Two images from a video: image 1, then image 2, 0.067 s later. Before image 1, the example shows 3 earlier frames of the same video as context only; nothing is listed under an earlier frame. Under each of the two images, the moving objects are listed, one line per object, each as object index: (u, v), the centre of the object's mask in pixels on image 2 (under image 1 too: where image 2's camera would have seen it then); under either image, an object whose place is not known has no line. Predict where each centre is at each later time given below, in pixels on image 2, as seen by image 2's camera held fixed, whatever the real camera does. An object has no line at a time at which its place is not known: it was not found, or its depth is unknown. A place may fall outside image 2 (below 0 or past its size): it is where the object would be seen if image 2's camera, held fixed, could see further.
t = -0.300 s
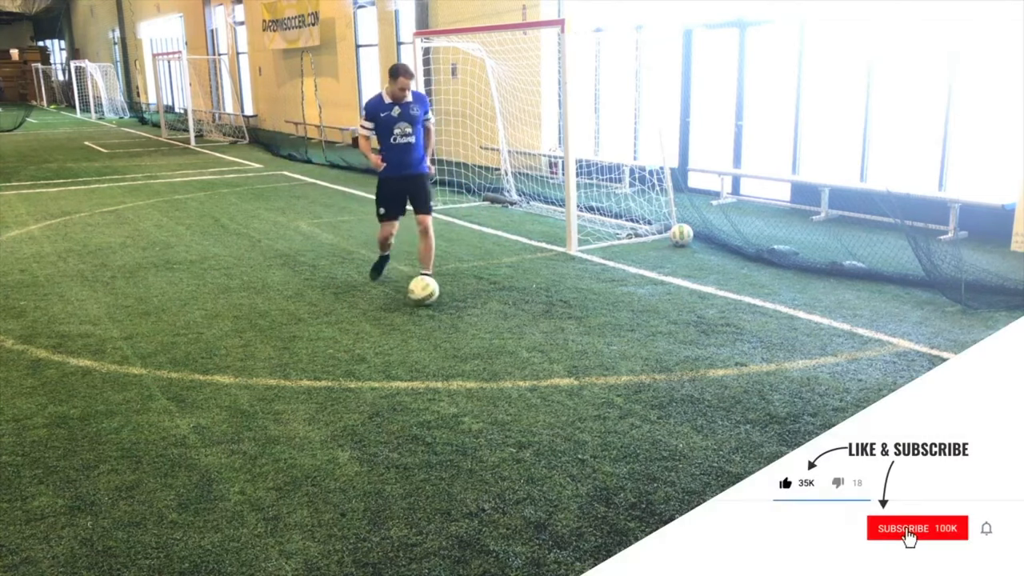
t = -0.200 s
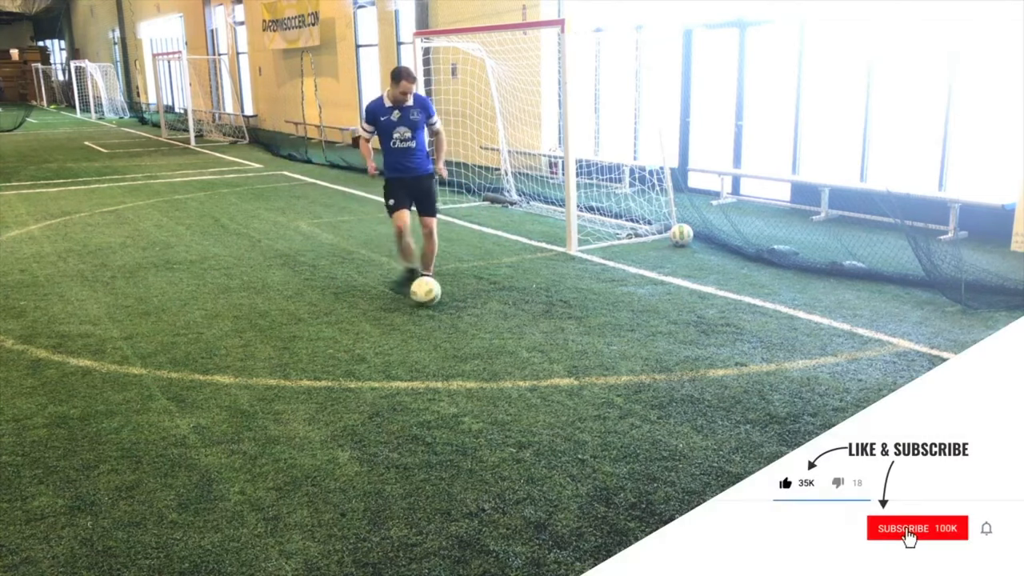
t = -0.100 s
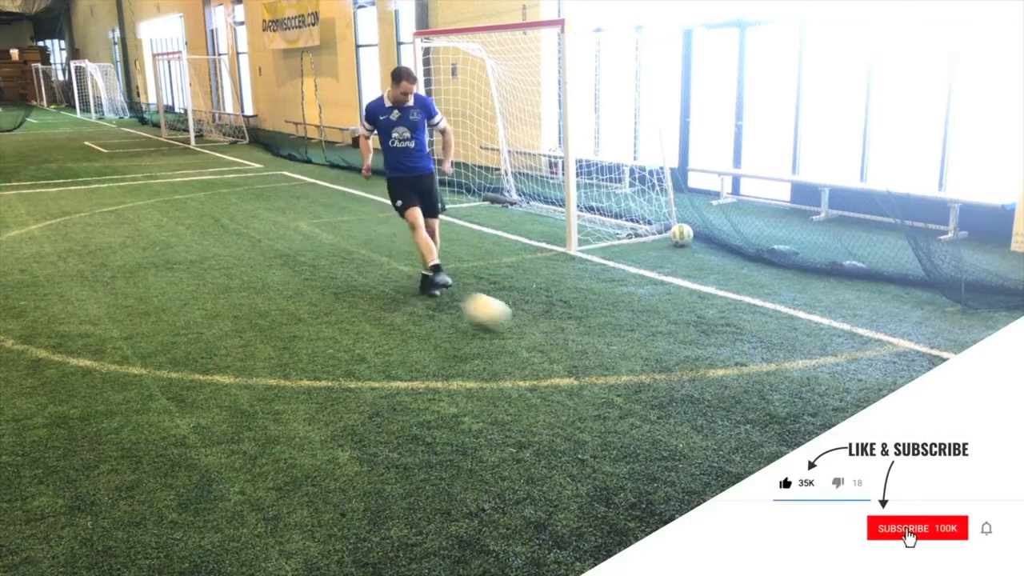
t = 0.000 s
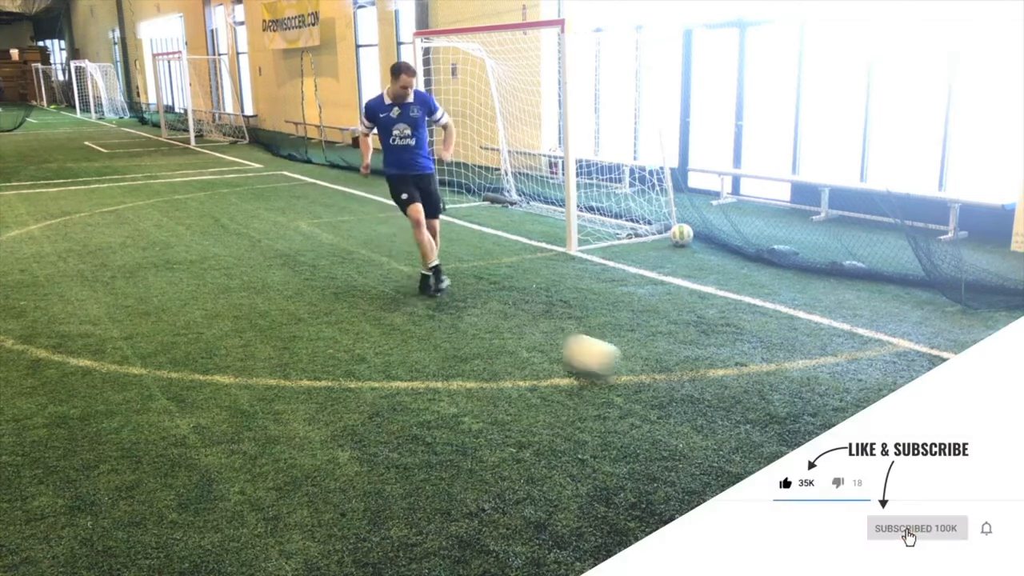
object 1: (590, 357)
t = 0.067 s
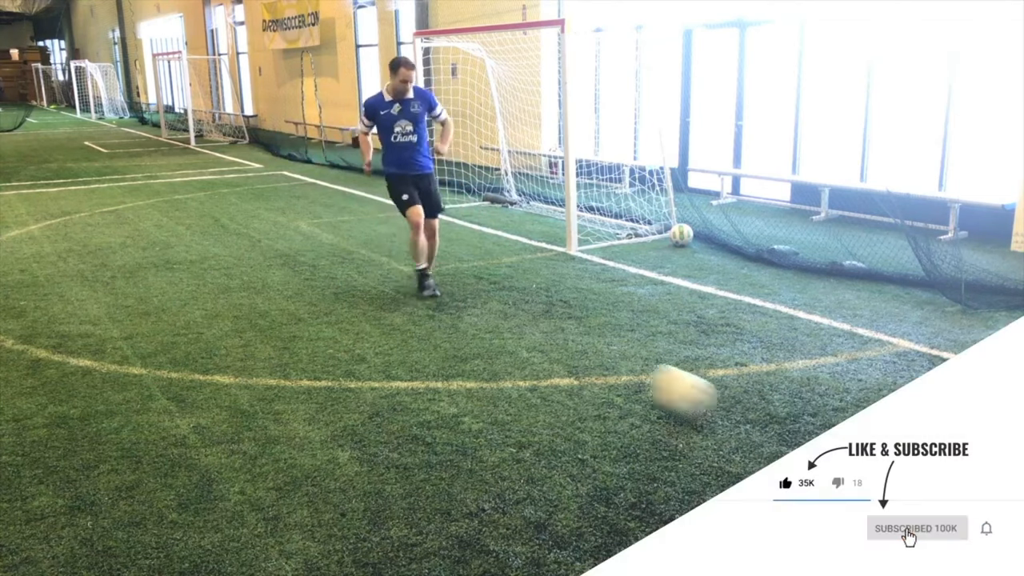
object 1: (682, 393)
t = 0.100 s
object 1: (732, 416)
